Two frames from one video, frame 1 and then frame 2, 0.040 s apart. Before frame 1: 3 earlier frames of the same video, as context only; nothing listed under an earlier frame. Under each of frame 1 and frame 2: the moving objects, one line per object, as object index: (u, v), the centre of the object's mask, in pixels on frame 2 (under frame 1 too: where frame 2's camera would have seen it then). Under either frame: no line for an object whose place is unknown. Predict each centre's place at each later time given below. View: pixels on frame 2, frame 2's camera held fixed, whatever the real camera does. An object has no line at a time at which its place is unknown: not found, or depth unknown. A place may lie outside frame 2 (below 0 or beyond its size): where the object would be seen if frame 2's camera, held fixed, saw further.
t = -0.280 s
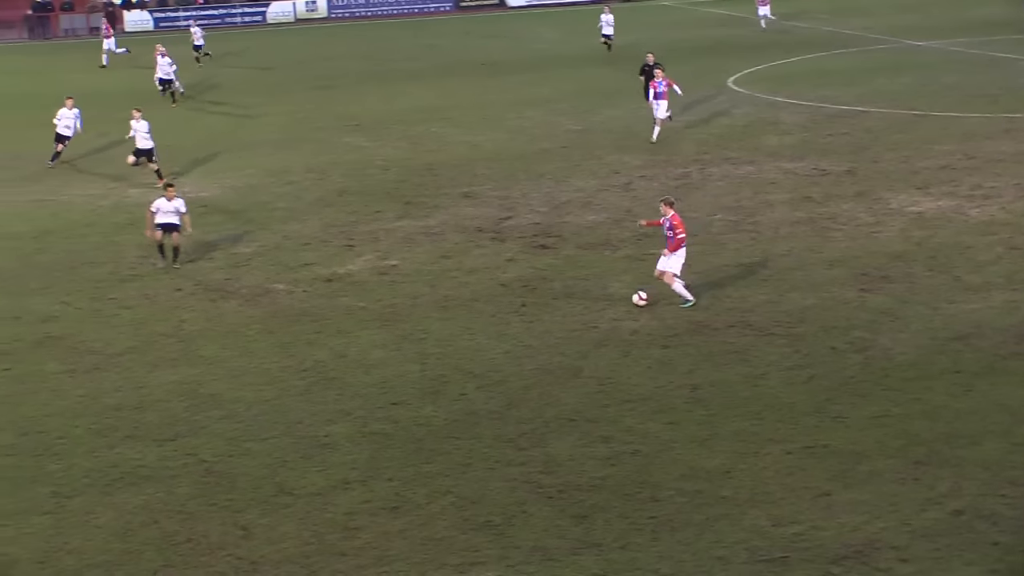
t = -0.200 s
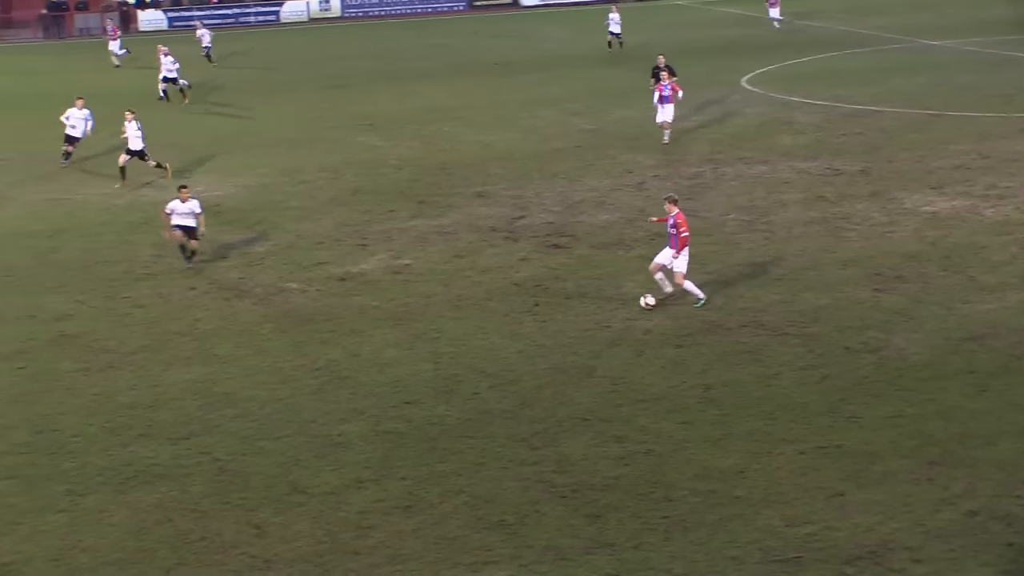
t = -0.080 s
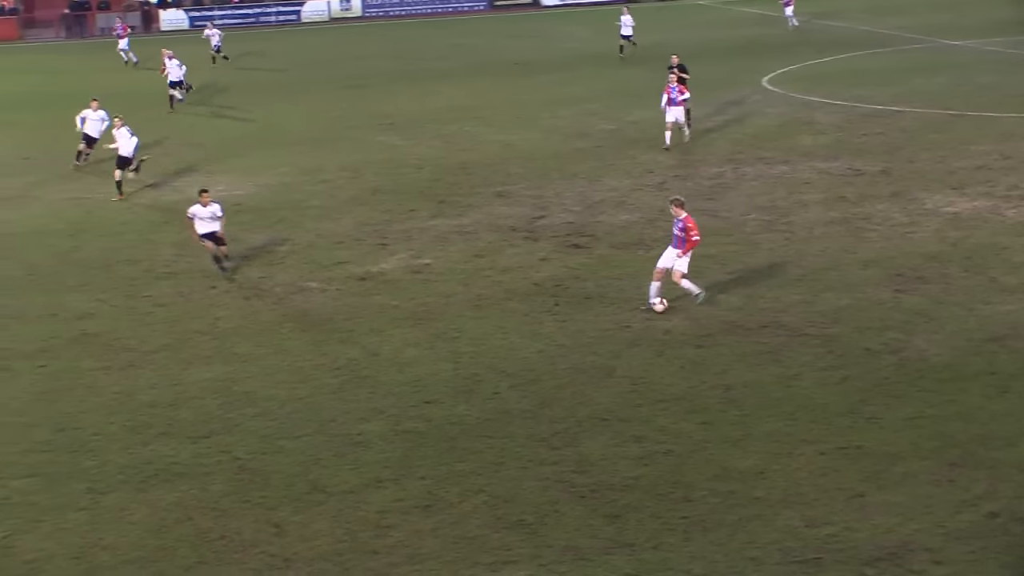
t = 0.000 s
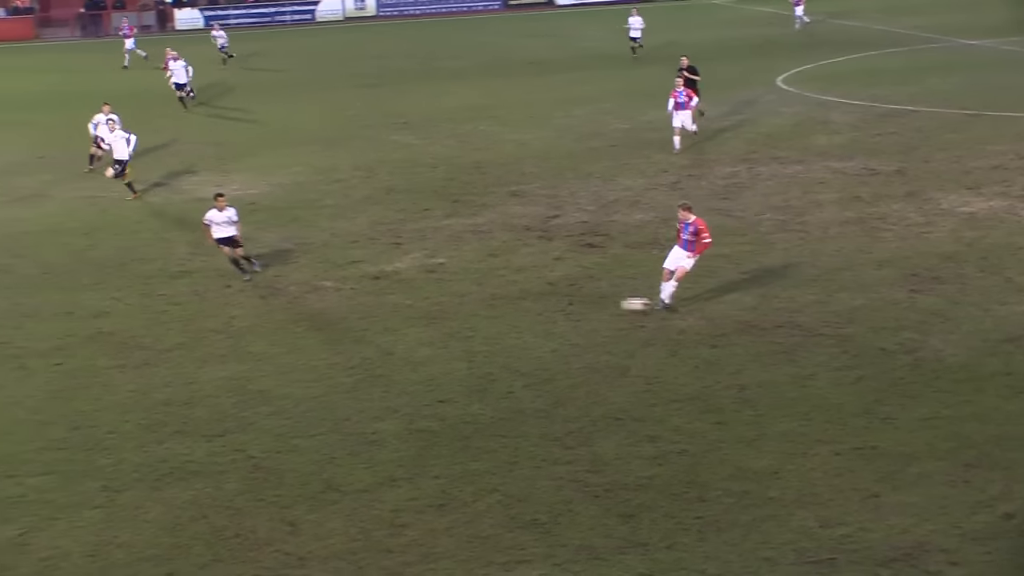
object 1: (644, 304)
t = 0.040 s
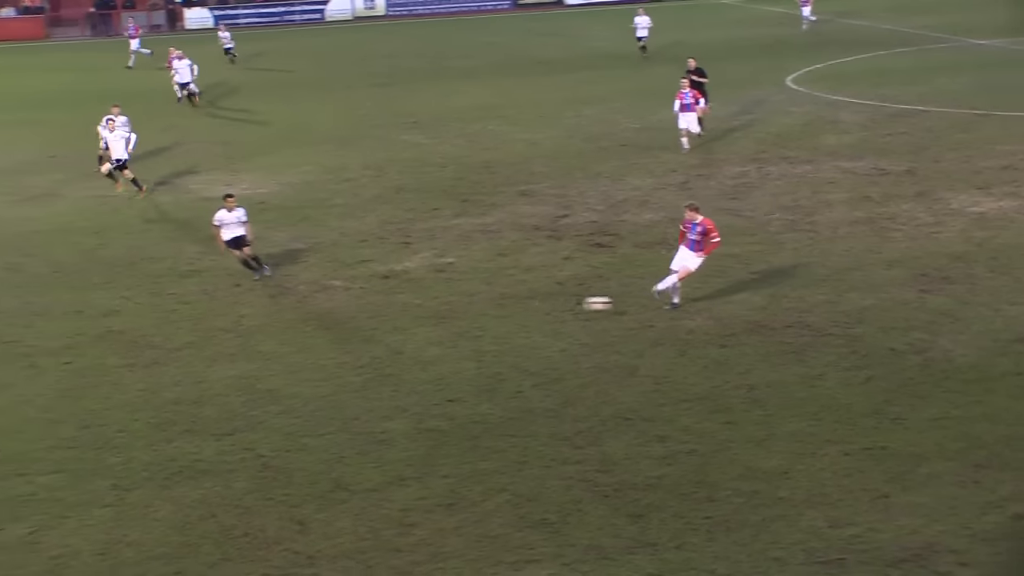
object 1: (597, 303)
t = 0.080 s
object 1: (552, 304)
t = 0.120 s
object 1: (506, 306)
